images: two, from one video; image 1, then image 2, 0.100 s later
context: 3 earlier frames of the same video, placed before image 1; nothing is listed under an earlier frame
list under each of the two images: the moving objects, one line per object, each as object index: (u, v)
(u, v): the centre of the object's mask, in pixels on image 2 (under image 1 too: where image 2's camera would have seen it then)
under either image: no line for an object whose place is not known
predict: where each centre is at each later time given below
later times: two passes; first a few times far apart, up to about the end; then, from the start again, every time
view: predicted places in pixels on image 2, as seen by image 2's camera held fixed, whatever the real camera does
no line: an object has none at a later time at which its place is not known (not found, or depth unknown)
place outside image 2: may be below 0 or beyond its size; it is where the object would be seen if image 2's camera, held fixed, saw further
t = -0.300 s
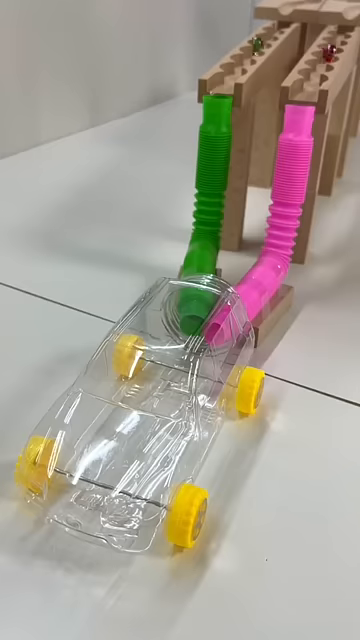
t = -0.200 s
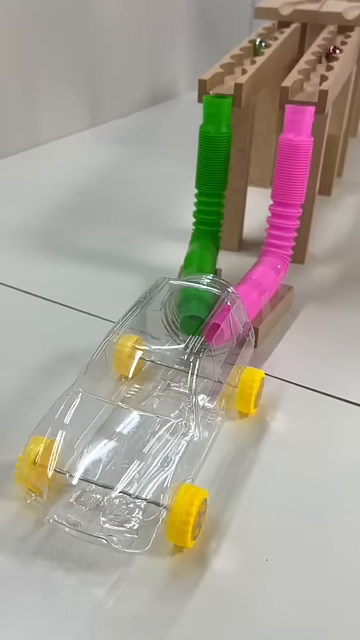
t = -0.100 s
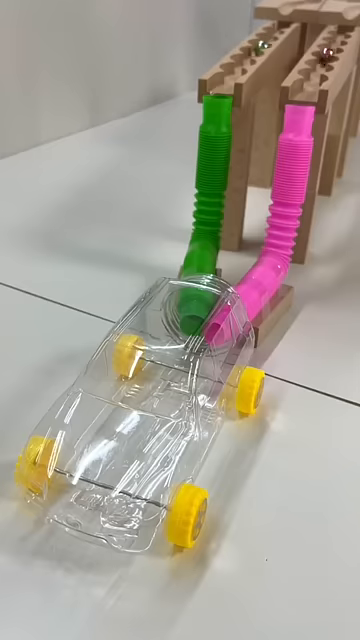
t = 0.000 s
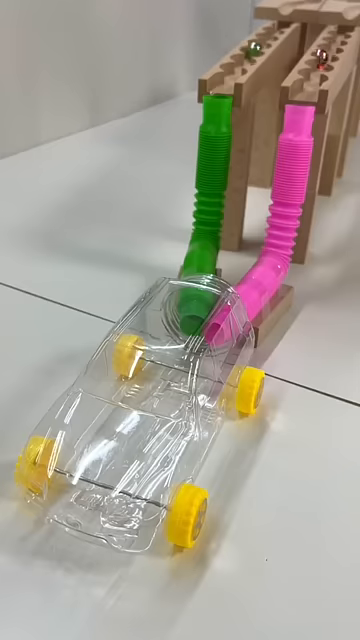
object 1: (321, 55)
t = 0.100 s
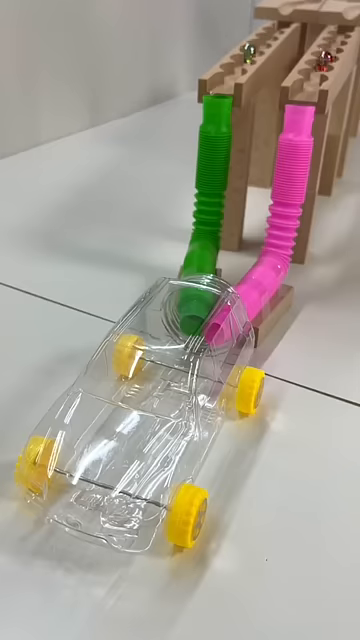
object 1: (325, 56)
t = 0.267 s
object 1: (325, 58)
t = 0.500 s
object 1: (319, 64)
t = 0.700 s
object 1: (315, 70)
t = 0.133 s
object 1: (328, 56)
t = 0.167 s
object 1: (330, 56)
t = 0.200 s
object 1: (329, 57)
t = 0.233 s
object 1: (327, 58)
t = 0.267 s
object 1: (325, 58)
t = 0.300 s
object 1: (321, 60)
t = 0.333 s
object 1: (319, 61)
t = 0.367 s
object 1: (315, 62)
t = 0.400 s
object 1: (315, 62)
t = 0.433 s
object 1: (316, 63)
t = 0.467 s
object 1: (317, 65)
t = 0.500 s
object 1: (319, 64)
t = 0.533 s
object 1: (321, 65)
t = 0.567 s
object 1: (324, 66)
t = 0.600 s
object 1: (323, 66)
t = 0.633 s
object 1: (321, 67)
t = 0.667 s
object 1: (318, 69)
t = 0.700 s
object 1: (315, 70)
